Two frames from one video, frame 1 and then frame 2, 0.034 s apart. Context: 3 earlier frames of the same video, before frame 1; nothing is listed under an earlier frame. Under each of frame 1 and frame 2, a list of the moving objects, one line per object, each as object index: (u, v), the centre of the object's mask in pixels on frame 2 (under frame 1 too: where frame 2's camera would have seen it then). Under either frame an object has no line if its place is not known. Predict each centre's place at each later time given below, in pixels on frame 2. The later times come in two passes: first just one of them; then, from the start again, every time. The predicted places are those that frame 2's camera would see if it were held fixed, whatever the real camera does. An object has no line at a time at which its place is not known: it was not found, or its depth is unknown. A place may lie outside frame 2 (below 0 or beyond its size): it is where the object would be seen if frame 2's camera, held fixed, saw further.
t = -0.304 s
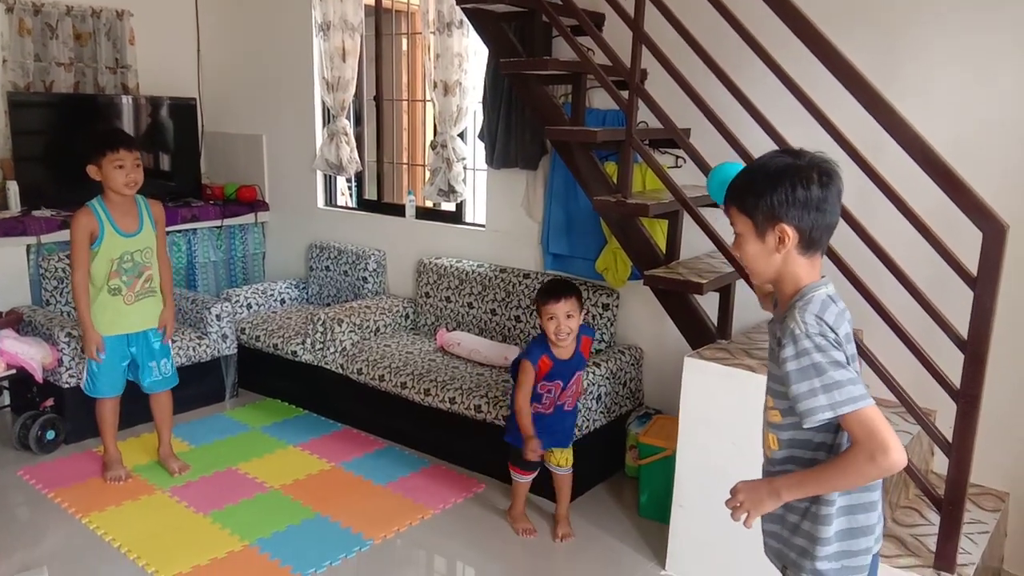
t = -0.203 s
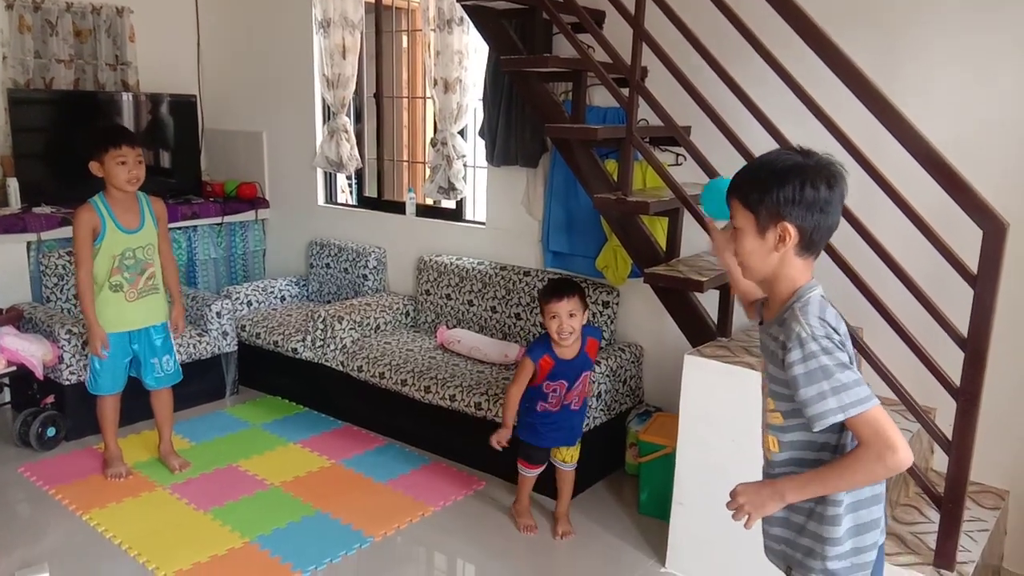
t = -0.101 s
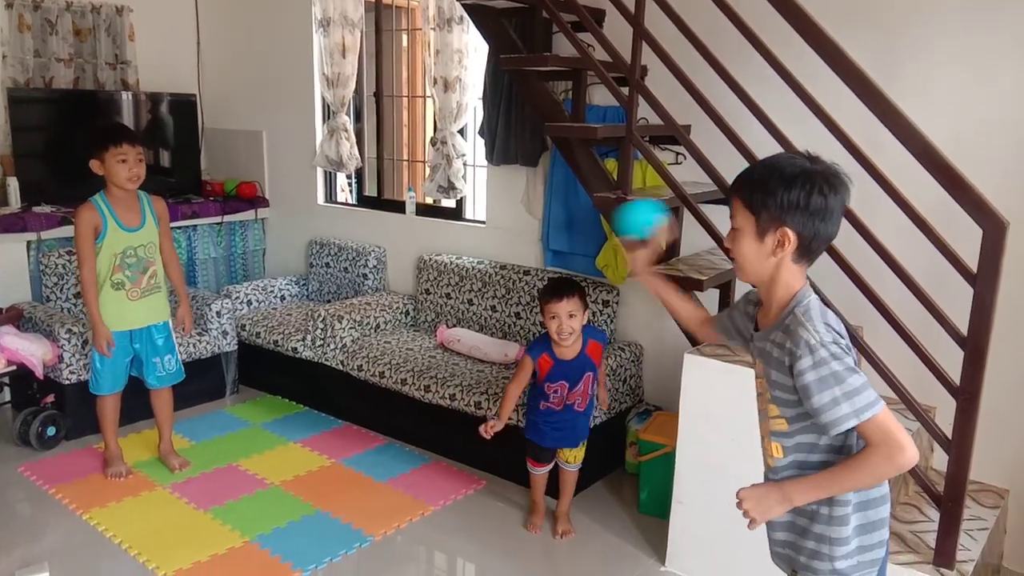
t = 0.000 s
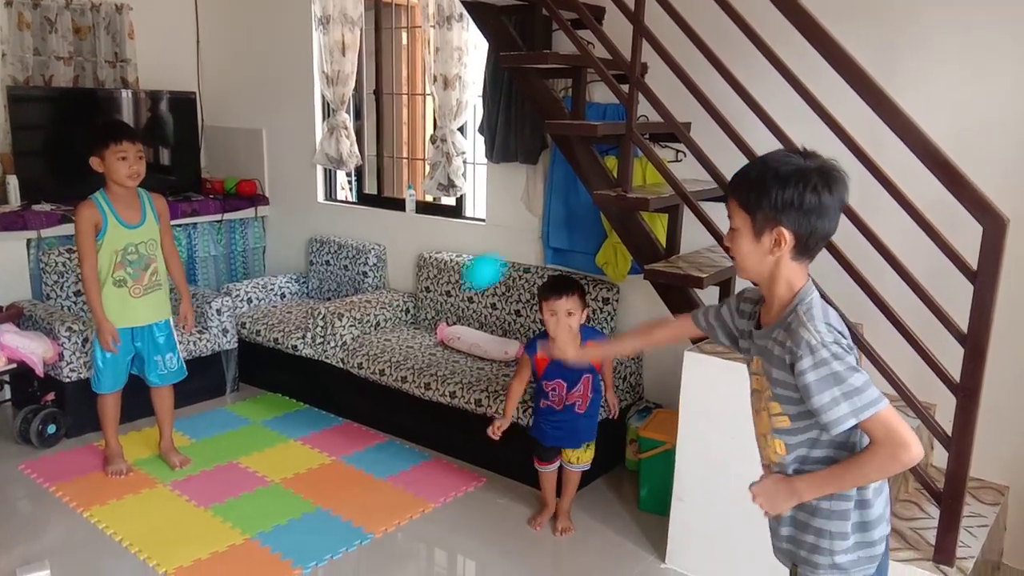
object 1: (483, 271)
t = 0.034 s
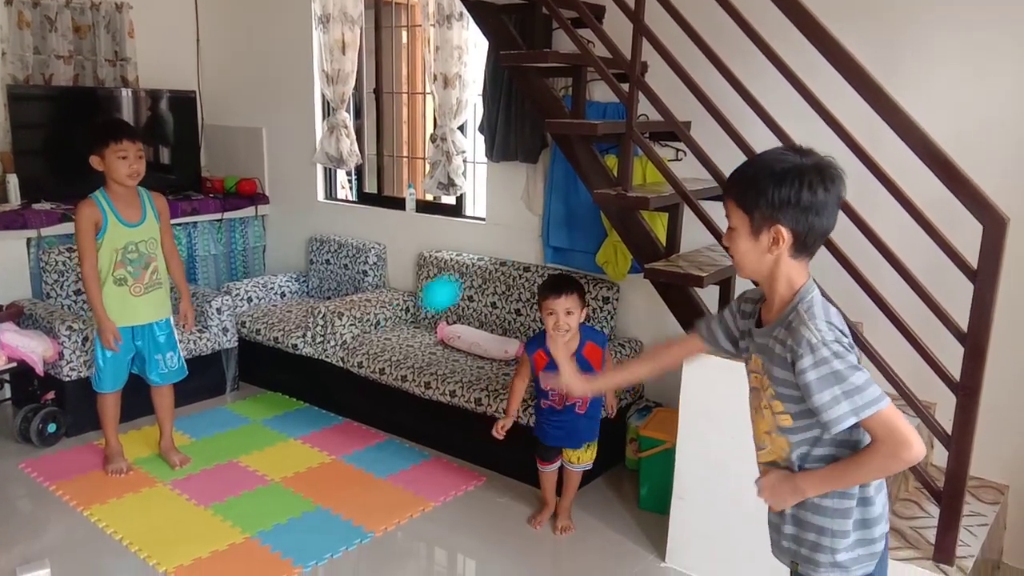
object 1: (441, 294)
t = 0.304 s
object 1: (219, 465)
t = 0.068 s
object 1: (403, 317)
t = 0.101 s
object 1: (366, 343)
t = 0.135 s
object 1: (332, 372)
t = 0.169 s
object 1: (306, 397)
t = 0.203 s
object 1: (280, 425)
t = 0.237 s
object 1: (256, 455)
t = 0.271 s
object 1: (233, 486)
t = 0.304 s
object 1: (219, 465)
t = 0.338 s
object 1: (207, 439)
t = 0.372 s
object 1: (195, 418)
